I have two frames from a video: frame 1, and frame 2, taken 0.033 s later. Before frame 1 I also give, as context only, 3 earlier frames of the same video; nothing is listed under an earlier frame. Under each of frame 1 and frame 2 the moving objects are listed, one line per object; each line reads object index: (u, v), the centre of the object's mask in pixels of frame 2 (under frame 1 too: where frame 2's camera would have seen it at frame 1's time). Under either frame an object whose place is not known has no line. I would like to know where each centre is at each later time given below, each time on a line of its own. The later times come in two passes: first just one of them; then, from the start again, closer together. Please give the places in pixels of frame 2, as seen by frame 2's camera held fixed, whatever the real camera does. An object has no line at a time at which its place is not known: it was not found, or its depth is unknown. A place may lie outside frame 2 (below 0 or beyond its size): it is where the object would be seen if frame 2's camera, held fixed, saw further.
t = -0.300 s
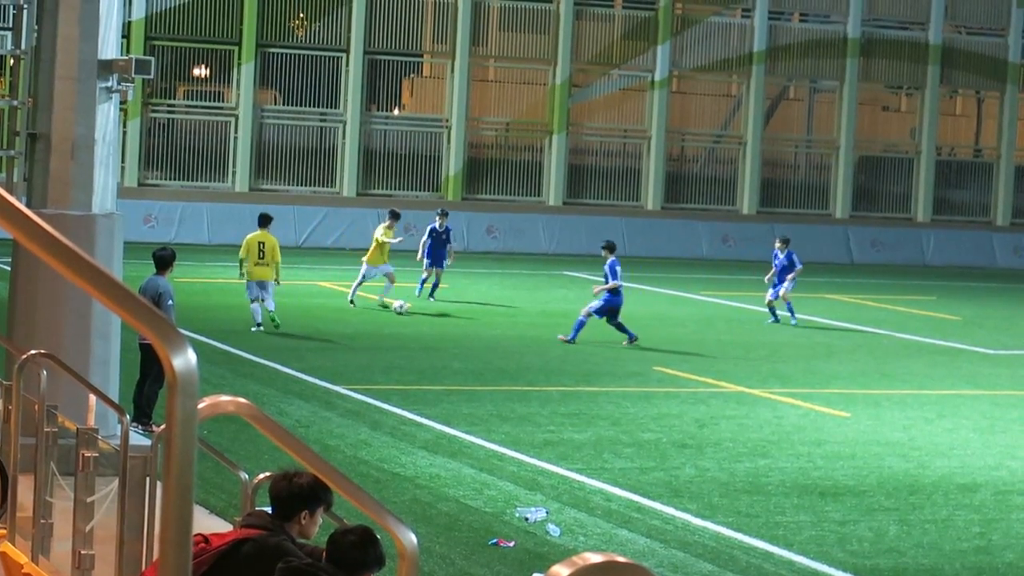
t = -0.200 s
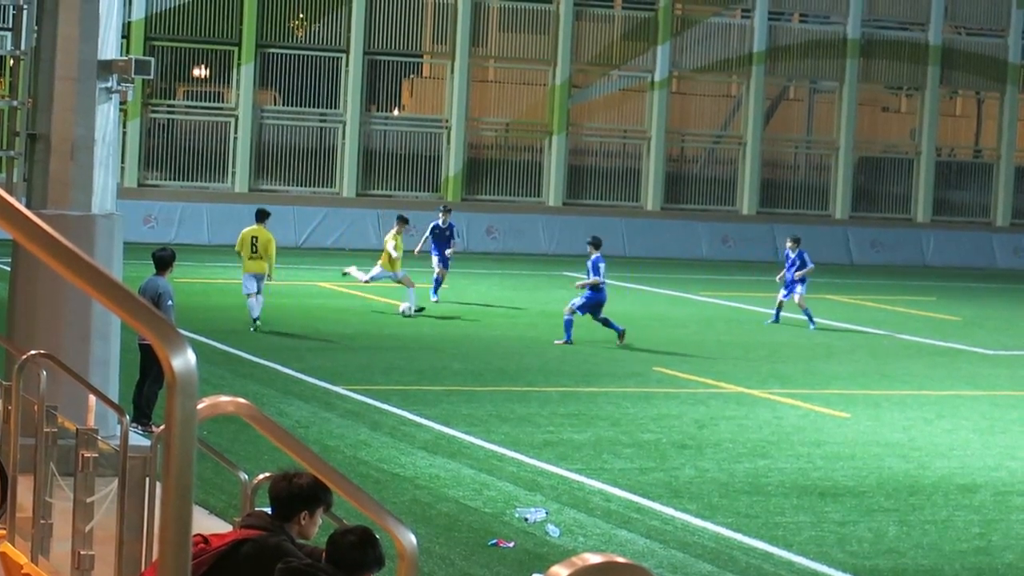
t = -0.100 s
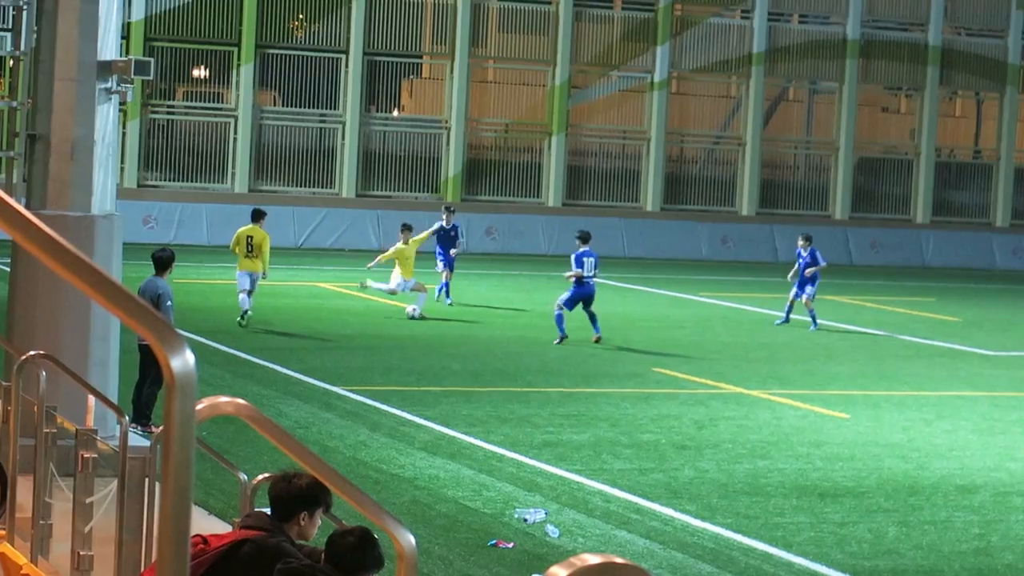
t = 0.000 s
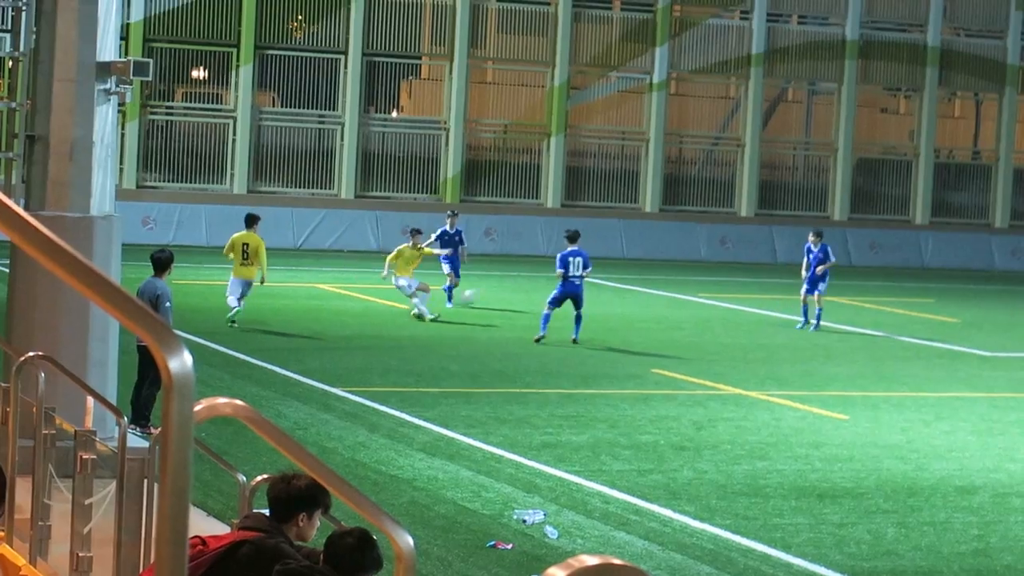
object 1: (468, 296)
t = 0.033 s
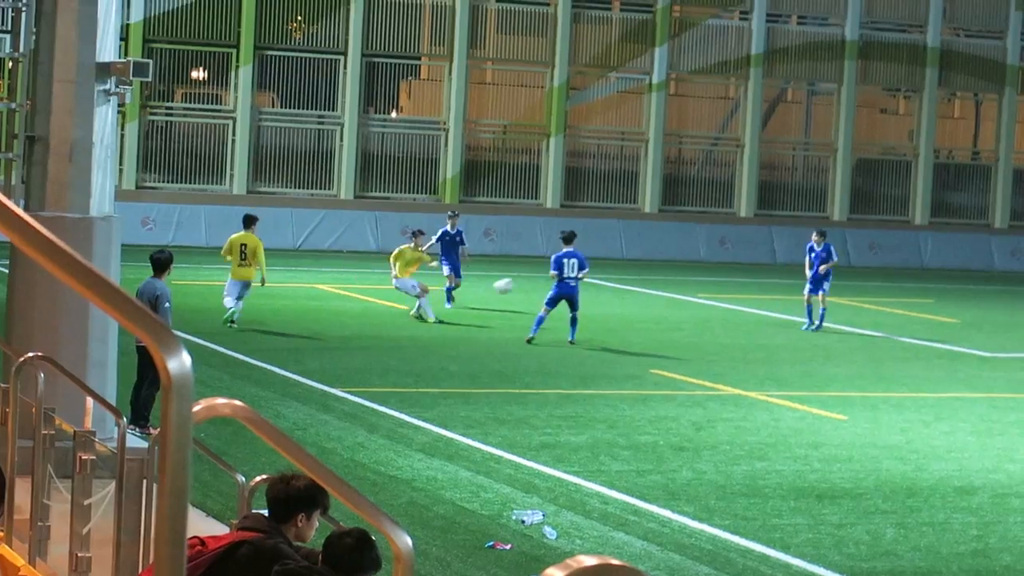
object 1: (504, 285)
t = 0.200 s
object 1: (681, 235)
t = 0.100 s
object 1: (578, 261)
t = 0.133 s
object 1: (612, 253)
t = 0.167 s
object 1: (647, 244)
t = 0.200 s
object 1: (681, 235)
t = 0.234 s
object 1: (714, 227)
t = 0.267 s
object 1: (748, 219)
